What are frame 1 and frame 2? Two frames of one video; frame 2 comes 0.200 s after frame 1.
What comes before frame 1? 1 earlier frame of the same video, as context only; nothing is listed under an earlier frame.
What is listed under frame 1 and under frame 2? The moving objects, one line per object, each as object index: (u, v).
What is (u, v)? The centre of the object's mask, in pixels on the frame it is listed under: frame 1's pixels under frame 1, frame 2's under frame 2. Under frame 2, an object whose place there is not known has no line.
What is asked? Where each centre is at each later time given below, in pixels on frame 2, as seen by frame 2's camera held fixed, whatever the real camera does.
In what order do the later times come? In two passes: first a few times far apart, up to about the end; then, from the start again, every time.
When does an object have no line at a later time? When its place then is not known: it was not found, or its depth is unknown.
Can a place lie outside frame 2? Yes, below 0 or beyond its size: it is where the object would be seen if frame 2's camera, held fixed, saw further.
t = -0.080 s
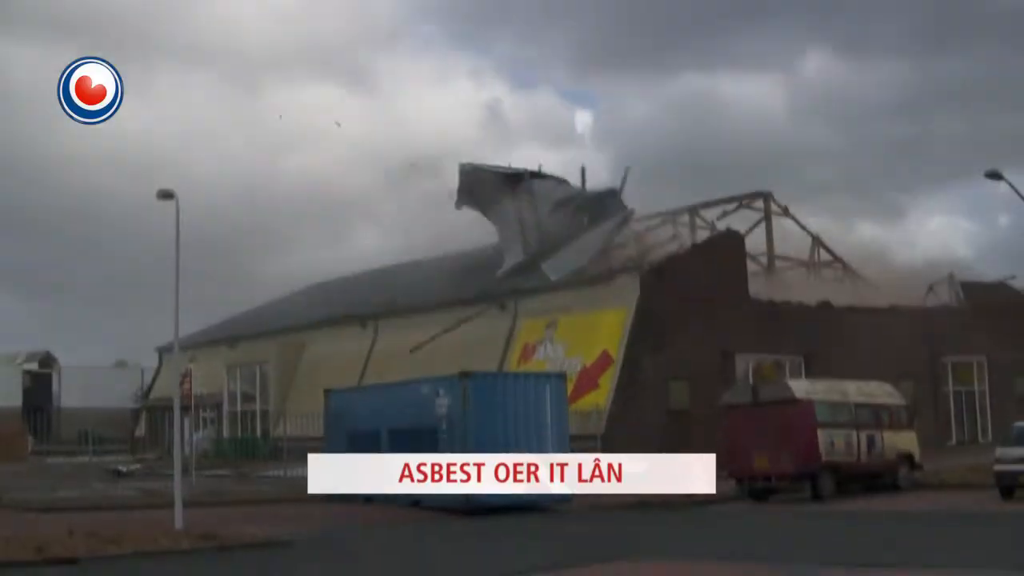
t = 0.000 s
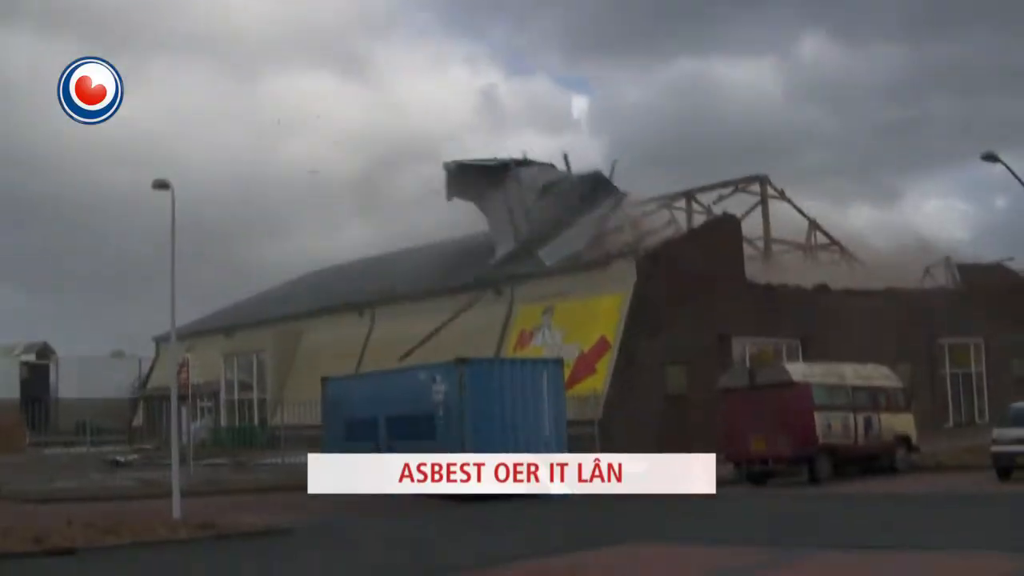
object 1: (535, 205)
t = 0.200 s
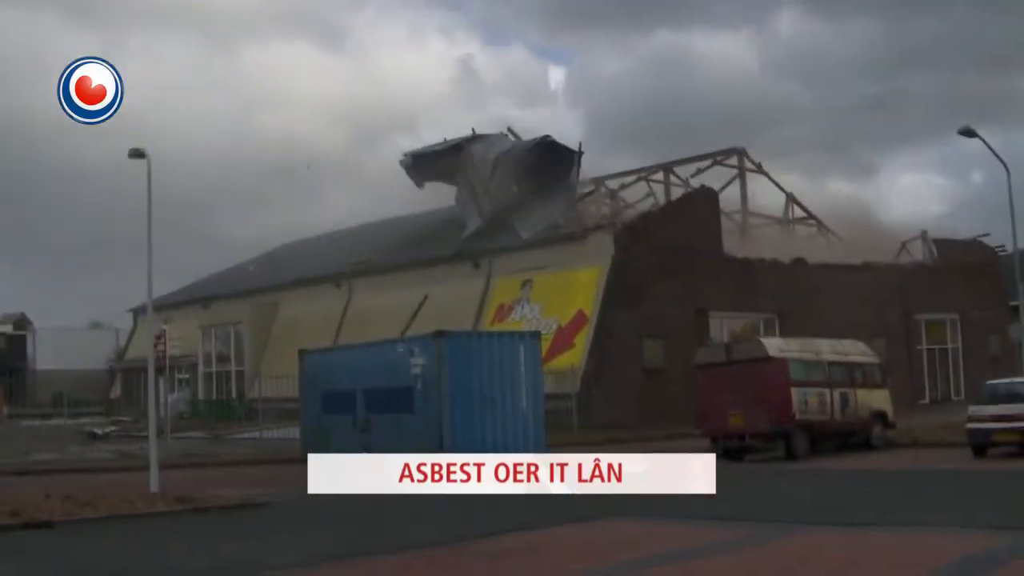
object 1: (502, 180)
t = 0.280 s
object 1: (496, 180)
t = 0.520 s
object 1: (471, 179)
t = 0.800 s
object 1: (448, 186)
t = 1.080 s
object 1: (432, 194)
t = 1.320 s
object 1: (423, 212)
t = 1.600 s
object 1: (419, 224)
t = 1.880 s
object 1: (413, 233)
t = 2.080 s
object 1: (402, 235)
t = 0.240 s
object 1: (500, 180)
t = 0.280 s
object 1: (496, 180)
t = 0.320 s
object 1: (492, 180)
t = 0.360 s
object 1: (492, 182)
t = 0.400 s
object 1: (485, 179)
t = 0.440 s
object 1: (481, 178)
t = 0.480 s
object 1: (477, 178)
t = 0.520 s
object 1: (471, 179)
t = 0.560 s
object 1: (467, 179)
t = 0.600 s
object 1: (464, 181)
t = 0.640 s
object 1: (461, 182)
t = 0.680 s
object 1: (458, 182)
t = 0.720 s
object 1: (455, 183)
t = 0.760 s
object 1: (451, 183)
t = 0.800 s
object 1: (448, 186)
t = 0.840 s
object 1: (445, 186)
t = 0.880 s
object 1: (444, 188)
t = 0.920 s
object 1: (442, 191)
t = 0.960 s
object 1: (440, 194)
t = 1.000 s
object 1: (434, 190)
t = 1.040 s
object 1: (433, 192)
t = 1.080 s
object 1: (432, 194)
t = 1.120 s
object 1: (432, 201)
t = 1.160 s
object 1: (430, 203)
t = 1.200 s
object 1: (428, 205)
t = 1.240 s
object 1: (426, 207)
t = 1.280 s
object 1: (425, 209)
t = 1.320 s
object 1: (423, 212)
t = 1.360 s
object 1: (422, 214)
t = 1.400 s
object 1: (422, 215)
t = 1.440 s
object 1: (421, 216)
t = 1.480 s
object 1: (421, 217)
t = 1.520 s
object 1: (421, 218)
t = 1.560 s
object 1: (420, 221)
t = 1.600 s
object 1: (419, 224)
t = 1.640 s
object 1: (418, 226)
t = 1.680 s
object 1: (418, 227)
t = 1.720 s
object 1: (415, 228)
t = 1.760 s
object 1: (415, 229)
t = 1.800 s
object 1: (416, 231)
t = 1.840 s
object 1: (416, 231)
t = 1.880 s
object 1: (413, 233)
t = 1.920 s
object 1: (408, 231)
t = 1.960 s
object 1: (405, 231)
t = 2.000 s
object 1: (405, 233)
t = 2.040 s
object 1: (405, 235)
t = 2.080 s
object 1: (402, 235)
